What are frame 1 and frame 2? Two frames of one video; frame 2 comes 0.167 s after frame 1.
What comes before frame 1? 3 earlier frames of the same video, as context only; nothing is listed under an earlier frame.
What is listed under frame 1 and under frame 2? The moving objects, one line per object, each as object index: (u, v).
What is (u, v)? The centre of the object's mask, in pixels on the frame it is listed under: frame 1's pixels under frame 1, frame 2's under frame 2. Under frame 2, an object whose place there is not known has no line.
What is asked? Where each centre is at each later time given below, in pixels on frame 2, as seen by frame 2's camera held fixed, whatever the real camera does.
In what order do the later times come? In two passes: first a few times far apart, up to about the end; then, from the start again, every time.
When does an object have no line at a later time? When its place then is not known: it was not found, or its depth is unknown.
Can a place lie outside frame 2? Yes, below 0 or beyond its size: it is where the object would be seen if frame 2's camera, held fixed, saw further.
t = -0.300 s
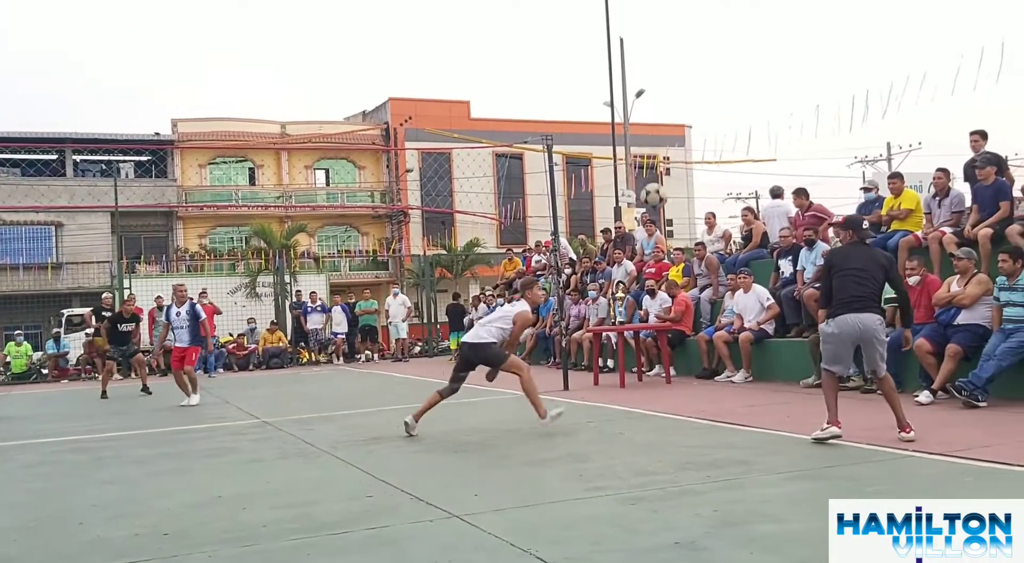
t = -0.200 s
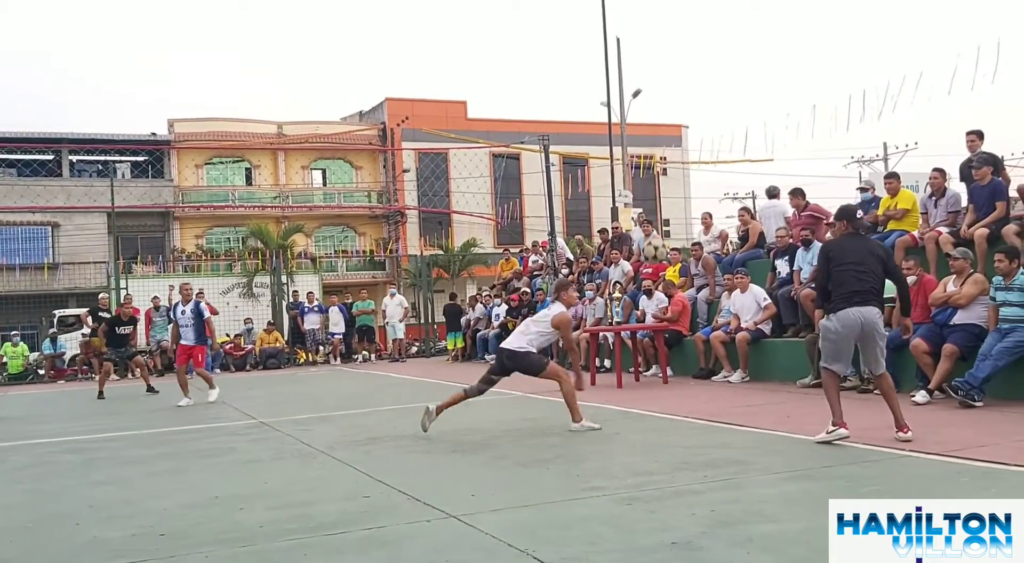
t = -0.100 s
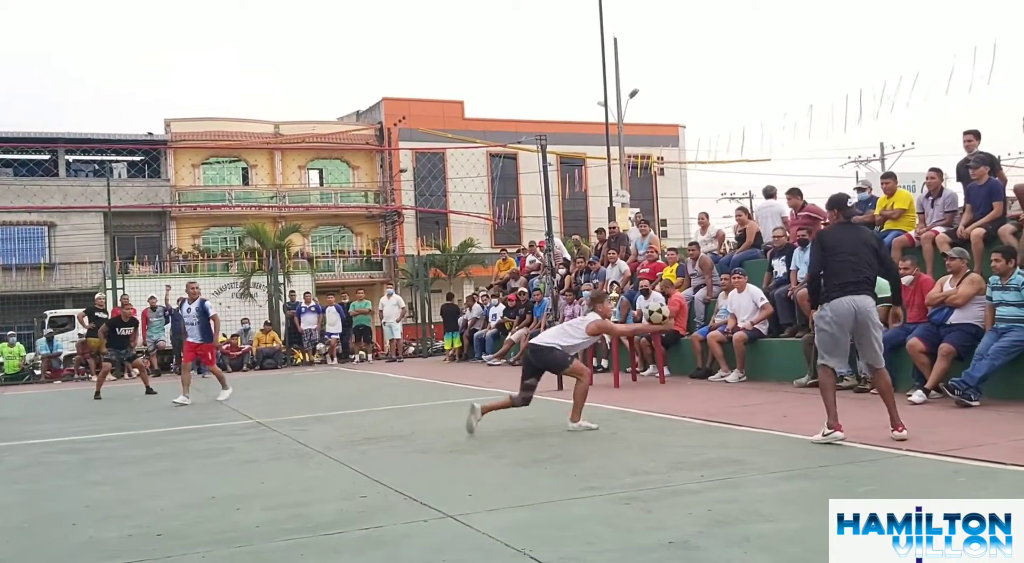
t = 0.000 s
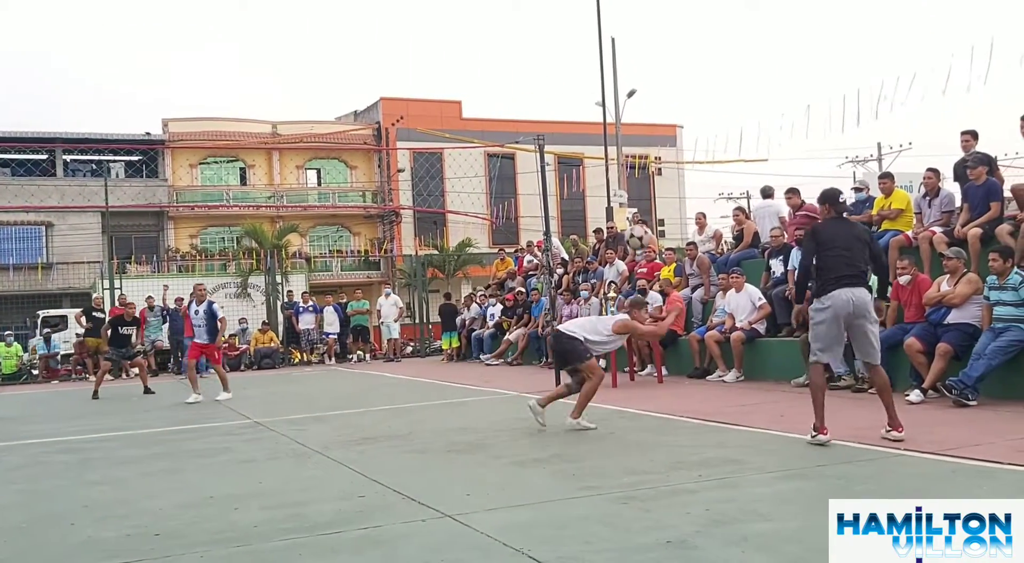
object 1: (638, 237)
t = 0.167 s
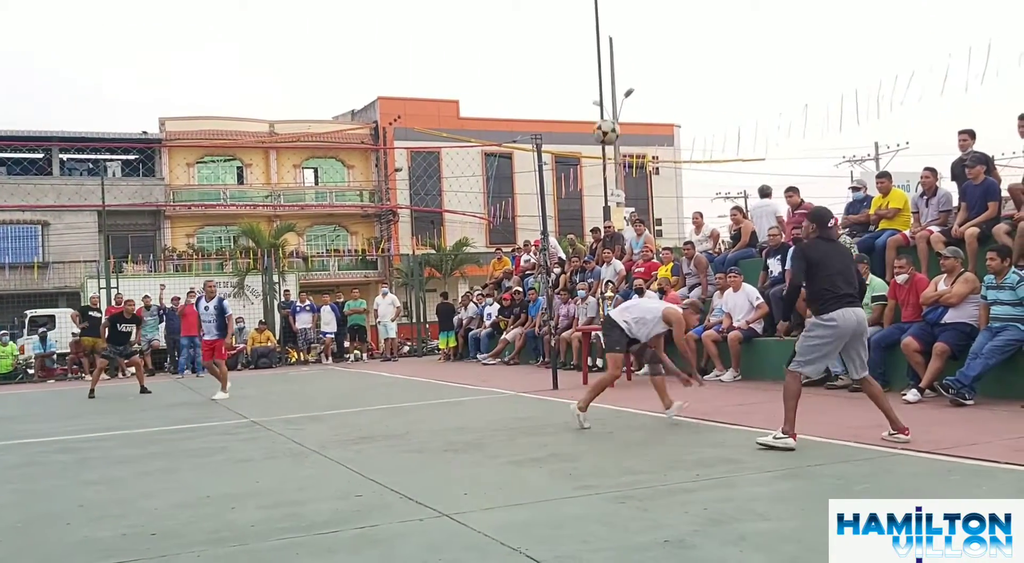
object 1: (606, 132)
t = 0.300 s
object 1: (584, 68)
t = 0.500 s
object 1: (550, 10)
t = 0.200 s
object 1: (601, 114)
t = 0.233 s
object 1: (595, 97)
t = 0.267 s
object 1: (589, 82)
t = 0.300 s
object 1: (584, 68)
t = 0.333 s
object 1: (578, 55)
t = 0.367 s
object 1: (572, 43)
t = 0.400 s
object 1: (567, 33)
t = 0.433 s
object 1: (561, 23)
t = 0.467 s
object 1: (555, 16)
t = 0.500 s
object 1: (550, 10)
